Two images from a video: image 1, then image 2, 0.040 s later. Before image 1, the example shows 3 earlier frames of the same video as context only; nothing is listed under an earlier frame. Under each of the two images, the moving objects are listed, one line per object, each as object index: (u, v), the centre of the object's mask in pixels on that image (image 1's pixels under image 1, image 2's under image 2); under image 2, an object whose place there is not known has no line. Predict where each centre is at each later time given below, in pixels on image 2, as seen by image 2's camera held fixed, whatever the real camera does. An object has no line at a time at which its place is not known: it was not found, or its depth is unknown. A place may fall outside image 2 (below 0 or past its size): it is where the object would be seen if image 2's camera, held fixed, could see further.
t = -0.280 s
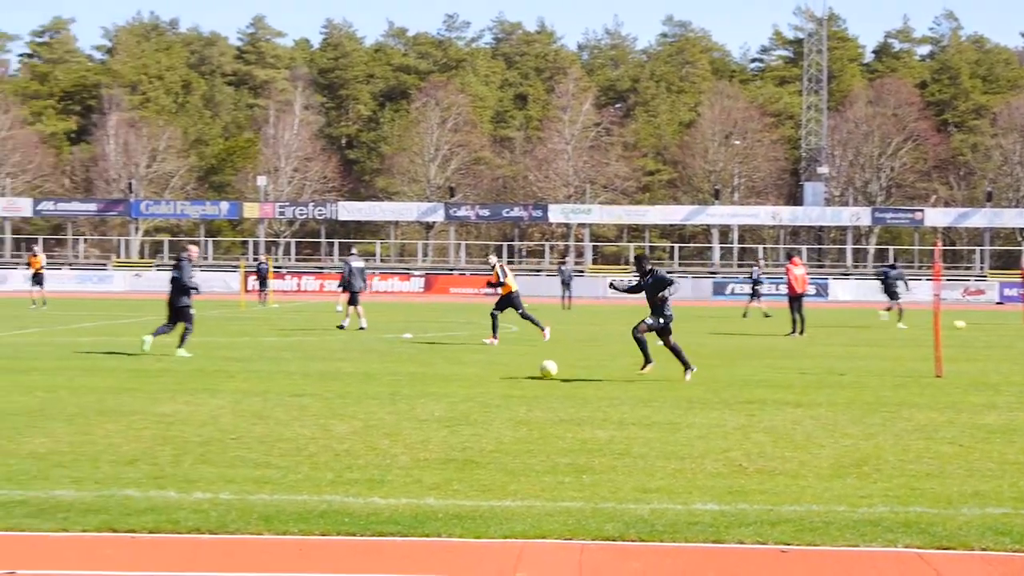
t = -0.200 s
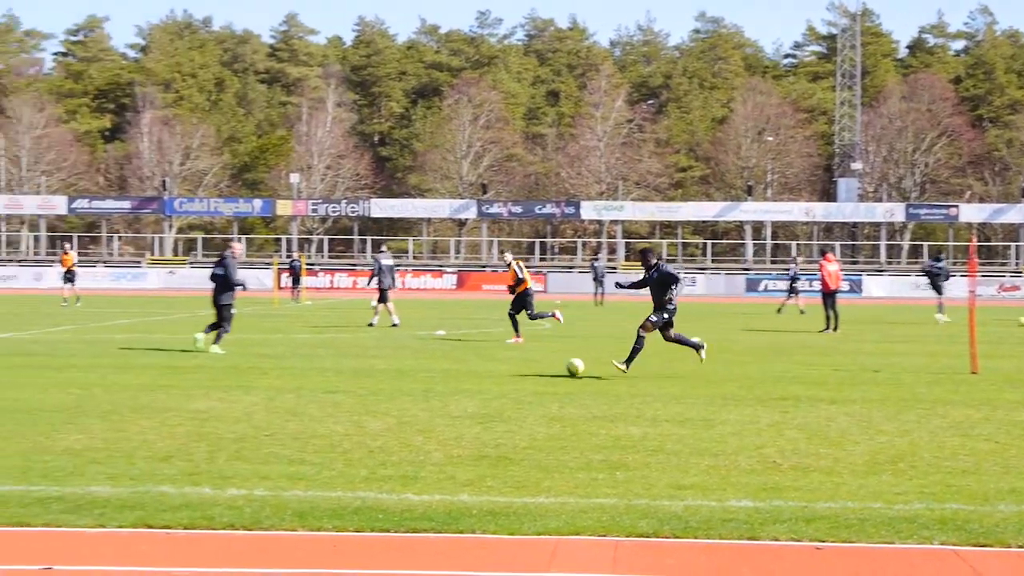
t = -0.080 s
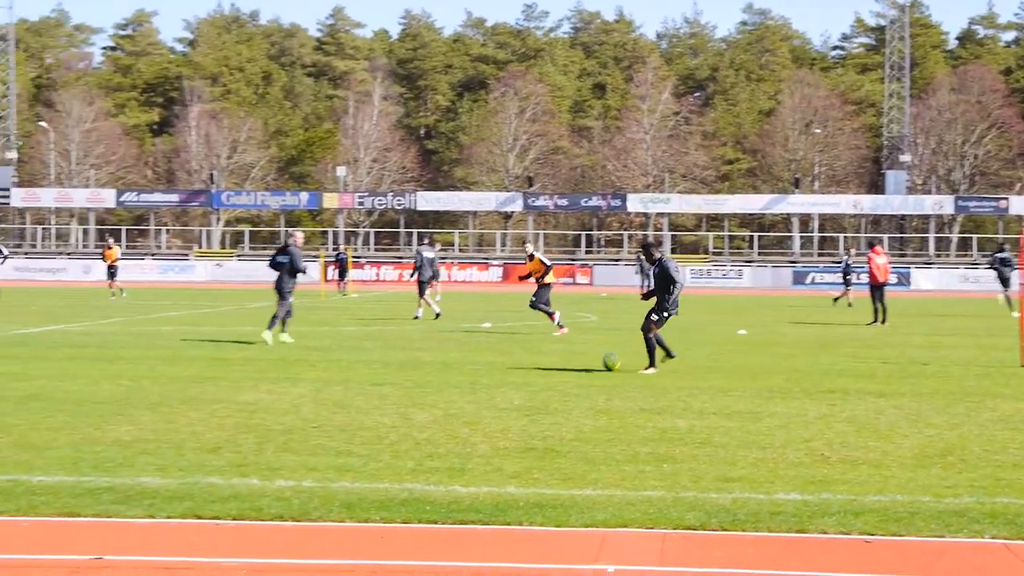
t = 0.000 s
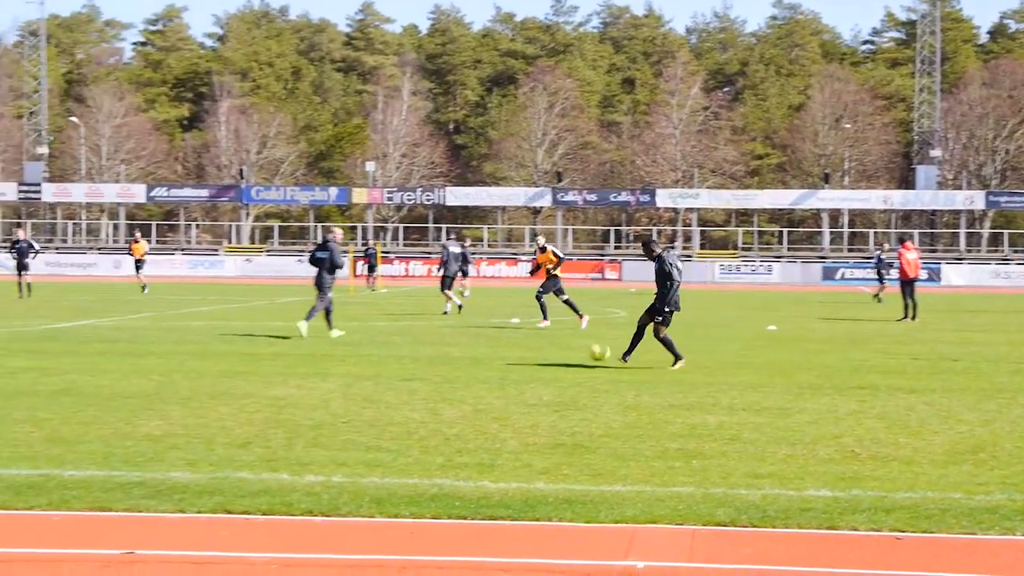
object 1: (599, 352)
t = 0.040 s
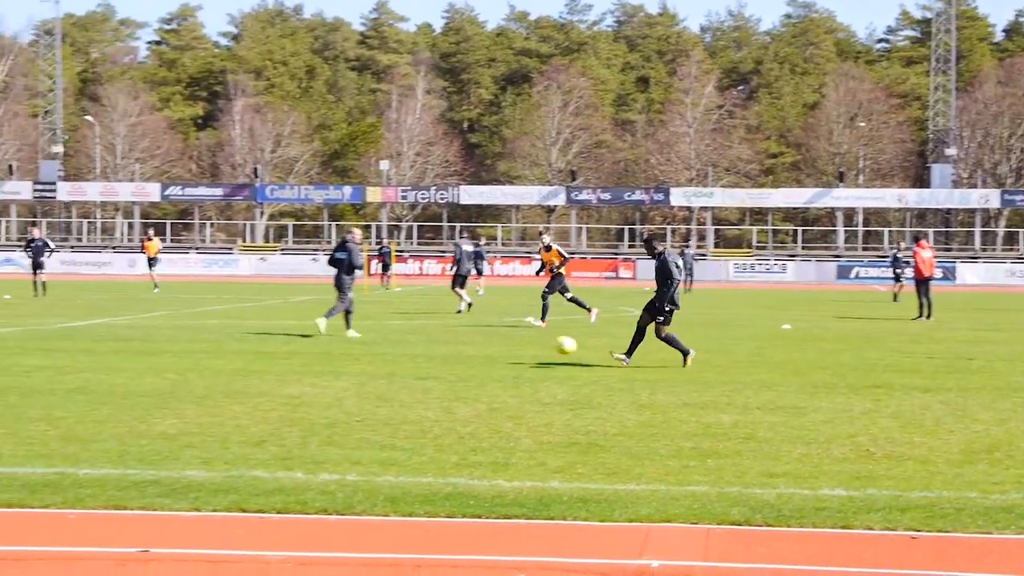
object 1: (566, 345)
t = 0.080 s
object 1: (521, 341)
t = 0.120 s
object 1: (476, 338)
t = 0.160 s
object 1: (430, 337)
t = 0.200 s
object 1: (384, 336)
